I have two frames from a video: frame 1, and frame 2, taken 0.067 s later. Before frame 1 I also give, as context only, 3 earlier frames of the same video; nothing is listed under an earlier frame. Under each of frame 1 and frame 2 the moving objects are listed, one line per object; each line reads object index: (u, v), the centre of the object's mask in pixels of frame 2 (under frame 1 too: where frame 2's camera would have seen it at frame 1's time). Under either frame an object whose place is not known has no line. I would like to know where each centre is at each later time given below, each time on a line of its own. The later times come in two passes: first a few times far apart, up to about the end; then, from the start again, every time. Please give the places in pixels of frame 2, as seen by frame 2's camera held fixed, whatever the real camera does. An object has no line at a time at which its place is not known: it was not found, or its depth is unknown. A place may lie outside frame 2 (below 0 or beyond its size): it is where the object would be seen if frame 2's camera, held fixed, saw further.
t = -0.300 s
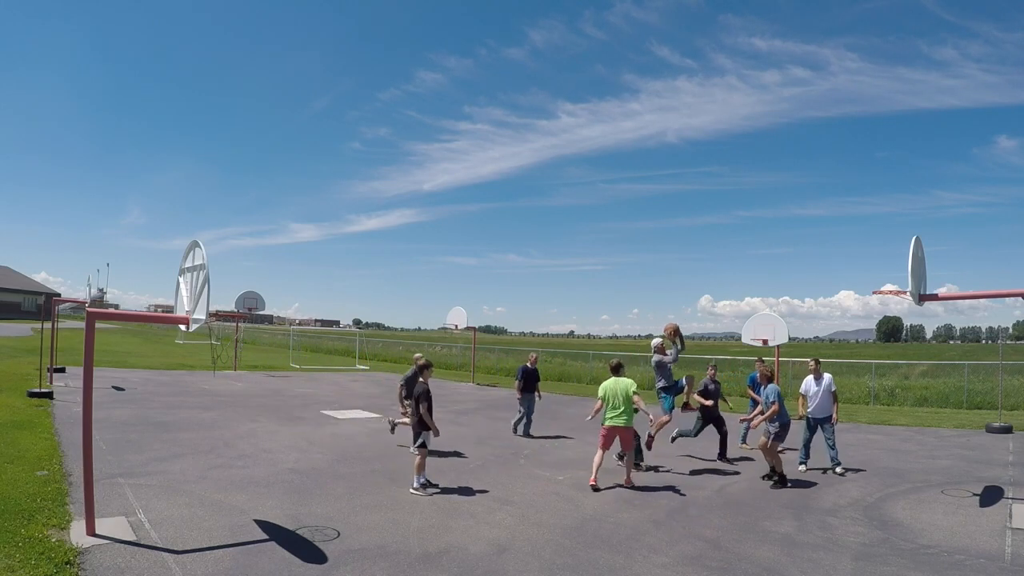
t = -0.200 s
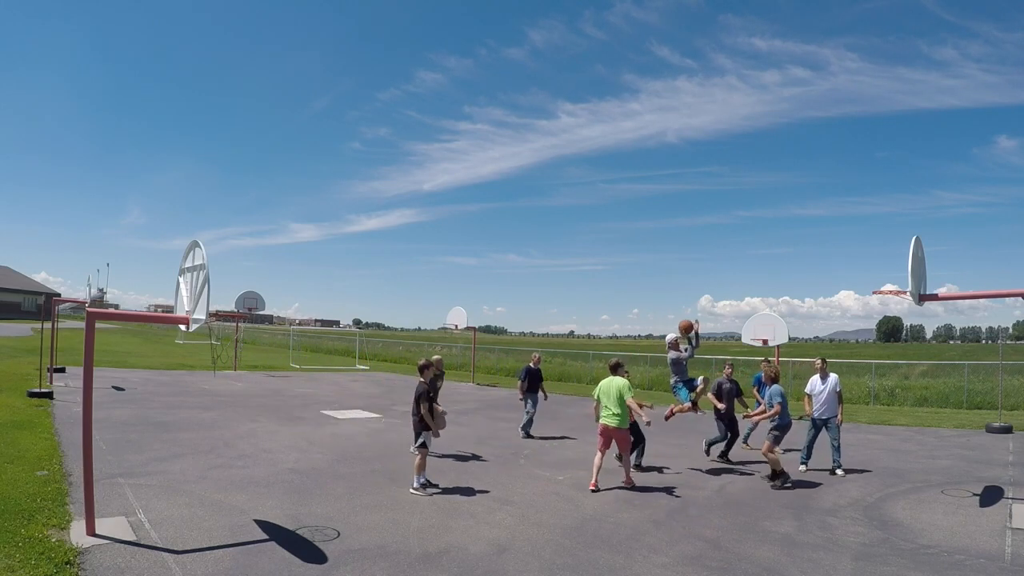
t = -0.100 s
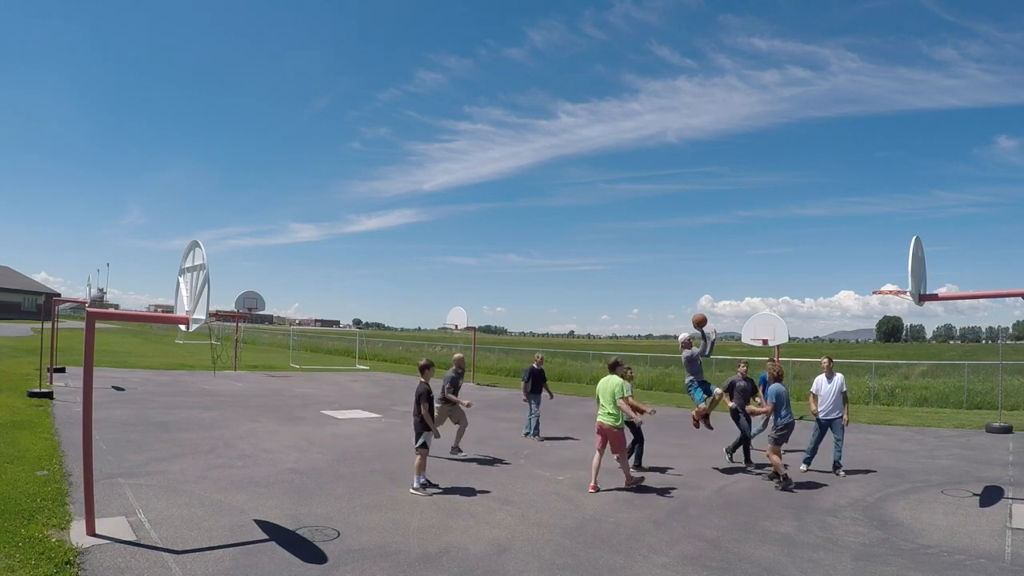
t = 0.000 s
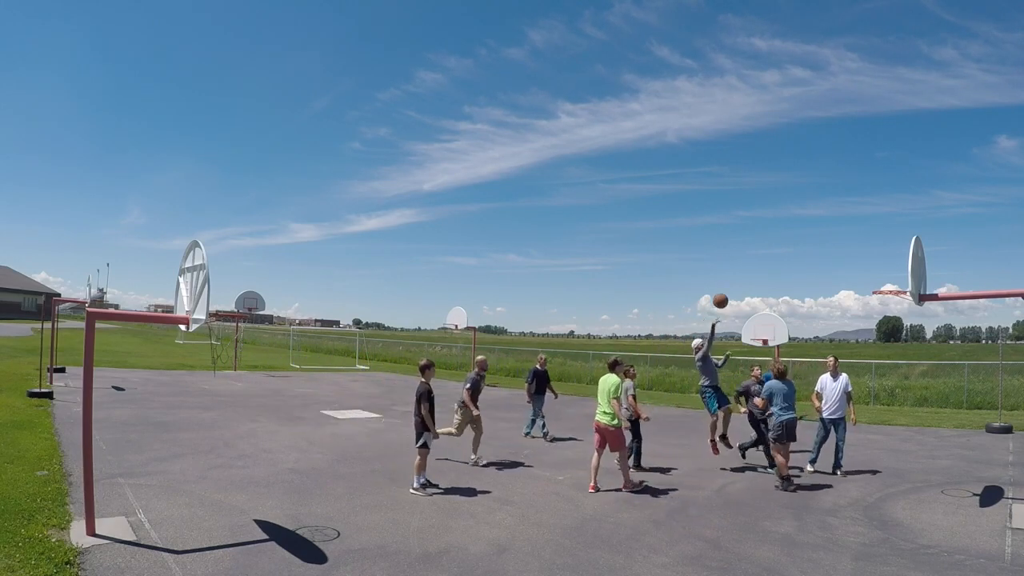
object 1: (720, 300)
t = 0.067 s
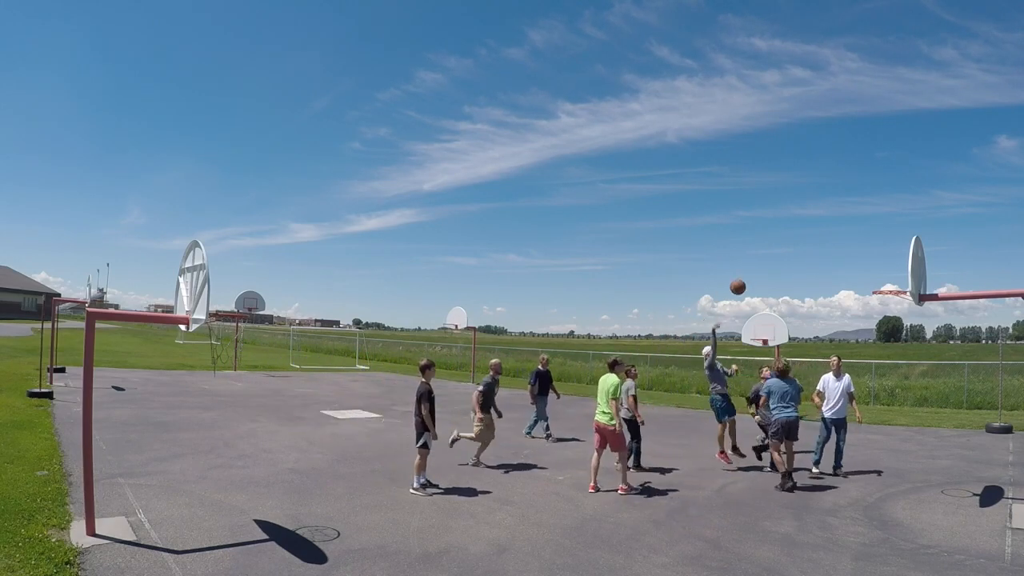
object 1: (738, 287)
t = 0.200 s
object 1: (773, 267)
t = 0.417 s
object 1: (834, 260)
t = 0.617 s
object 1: (894, 282)
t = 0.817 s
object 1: (854, 267)
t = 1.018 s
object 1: (805, 271)
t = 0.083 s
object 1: (742, 284)
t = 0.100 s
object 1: (746, 281)
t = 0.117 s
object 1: (751, 278)
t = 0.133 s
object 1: (755, 276)
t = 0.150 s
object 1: (760, 273)
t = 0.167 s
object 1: (764, 271)
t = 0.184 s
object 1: (769, 269)
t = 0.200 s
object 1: (773, 267)
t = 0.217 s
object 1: (778, 265)
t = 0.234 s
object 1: (782, 264)
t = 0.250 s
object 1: (787, 263)
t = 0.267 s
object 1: (792, 262)
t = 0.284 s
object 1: (796, 260)
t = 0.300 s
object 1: (801, 260)
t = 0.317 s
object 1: (806, 259)
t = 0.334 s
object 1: (810, 259)
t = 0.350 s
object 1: (815, 258)
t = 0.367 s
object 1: (820, 258)
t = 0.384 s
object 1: (824, 259)
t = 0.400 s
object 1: (829, 259)
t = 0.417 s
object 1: (834, 260)
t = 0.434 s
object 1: (839, 260)
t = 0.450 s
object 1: (844, 261)
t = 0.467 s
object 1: (849, 263)
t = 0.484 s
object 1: (853, 264)
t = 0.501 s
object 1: (859, 266)
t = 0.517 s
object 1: (864, 268)
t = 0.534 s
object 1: (868, 269)
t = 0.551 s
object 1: (873, 272)
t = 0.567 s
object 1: (879, 274)
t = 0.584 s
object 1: (884, 277)
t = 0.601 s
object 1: (889, 280)
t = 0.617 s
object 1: (894, 282)
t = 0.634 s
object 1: (899, 285)
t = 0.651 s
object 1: (897, 284)
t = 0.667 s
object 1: (893, 282)
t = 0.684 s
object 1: (888, 280)
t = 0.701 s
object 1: (884, 278)
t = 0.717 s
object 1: (880, 275)
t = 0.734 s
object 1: (875, 274)
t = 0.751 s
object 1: (871, 272)
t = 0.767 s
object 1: (867, 270)
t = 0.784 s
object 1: (862, 269)
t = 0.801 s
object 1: (858, 268)
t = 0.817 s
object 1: (854, 267)
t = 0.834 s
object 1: (850, 266)
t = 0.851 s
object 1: (846, 266)
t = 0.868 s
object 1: (841, 265)
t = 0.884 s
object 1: (837, 265)
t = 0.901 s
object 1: (833, 265)
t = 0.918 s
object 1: (829, 265)
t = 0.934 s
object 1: (825, 266)
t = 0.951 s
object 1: (821, 267)
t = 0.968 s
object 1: (817, 267)
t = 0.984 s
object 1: (813, 268)
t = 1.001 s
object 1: (809, 269)
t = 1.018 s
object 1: (805, 271)
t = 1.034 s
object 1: (801, 273)
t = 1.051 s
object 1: (797, 274)
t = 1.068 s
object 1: (793, 276)
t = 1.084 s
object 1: (789, 278)
